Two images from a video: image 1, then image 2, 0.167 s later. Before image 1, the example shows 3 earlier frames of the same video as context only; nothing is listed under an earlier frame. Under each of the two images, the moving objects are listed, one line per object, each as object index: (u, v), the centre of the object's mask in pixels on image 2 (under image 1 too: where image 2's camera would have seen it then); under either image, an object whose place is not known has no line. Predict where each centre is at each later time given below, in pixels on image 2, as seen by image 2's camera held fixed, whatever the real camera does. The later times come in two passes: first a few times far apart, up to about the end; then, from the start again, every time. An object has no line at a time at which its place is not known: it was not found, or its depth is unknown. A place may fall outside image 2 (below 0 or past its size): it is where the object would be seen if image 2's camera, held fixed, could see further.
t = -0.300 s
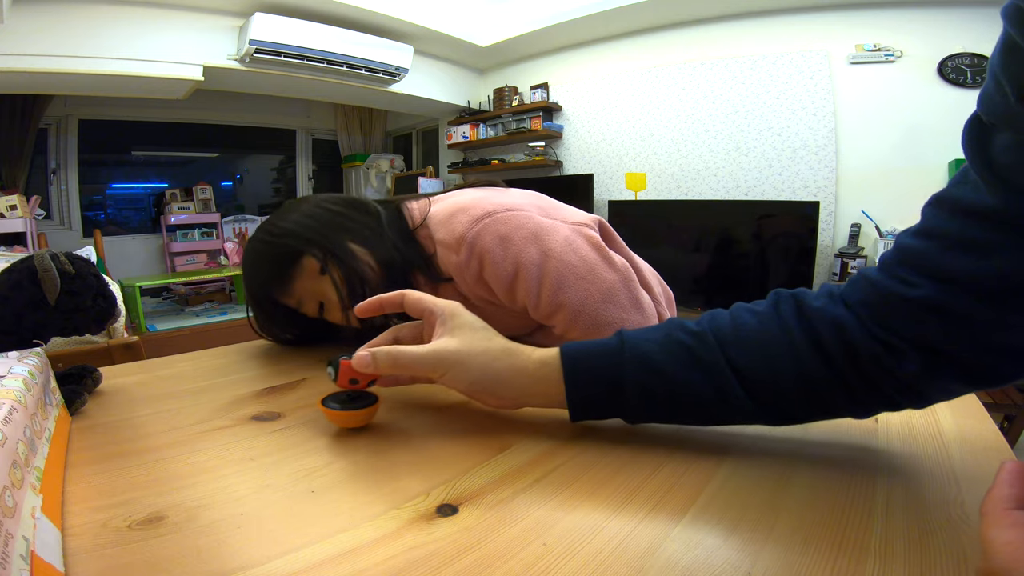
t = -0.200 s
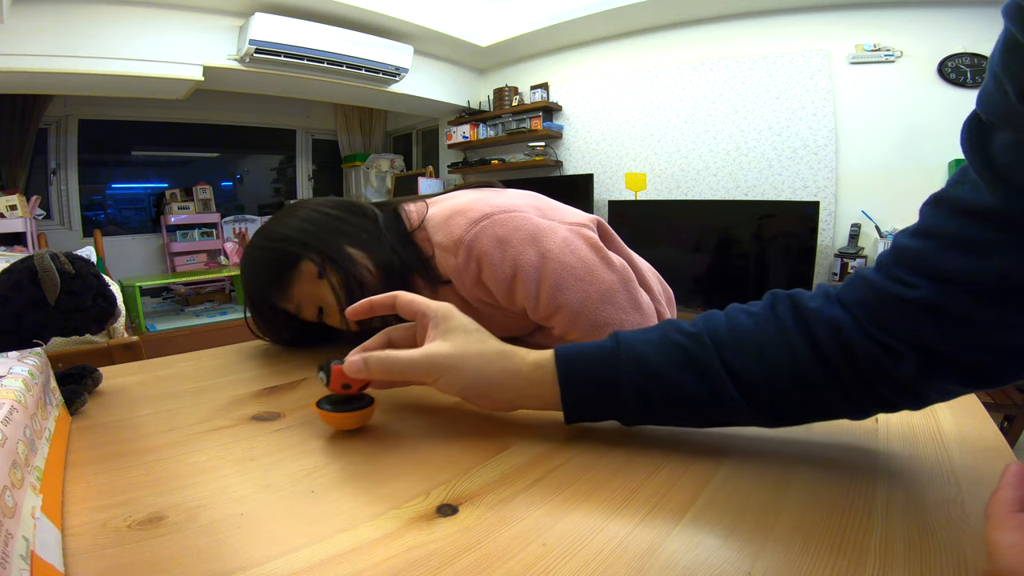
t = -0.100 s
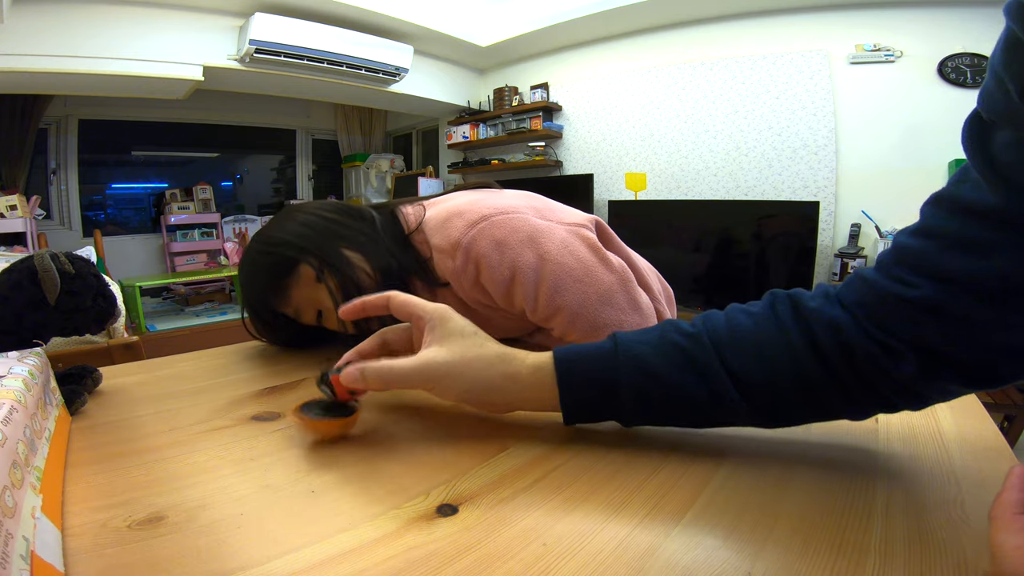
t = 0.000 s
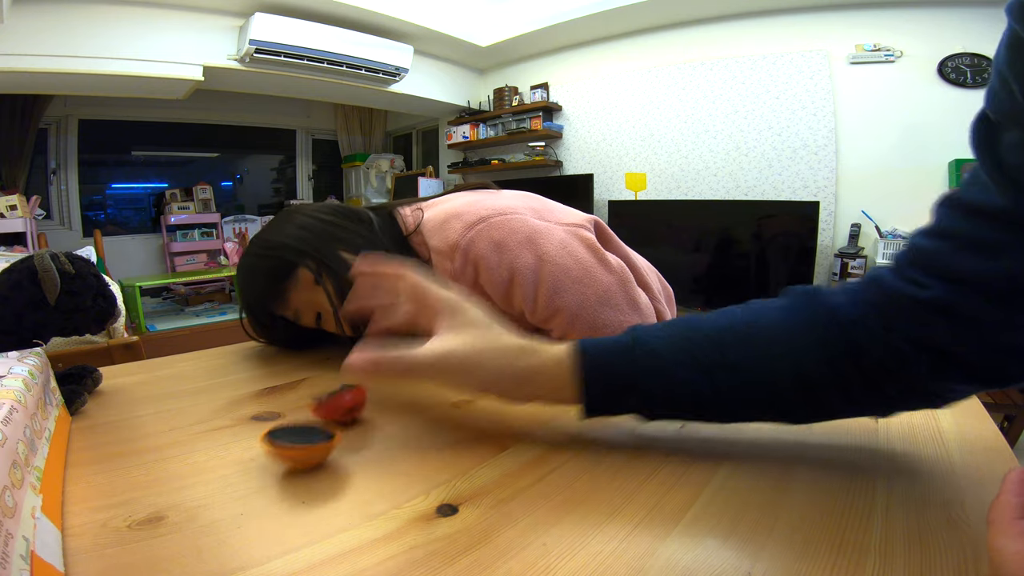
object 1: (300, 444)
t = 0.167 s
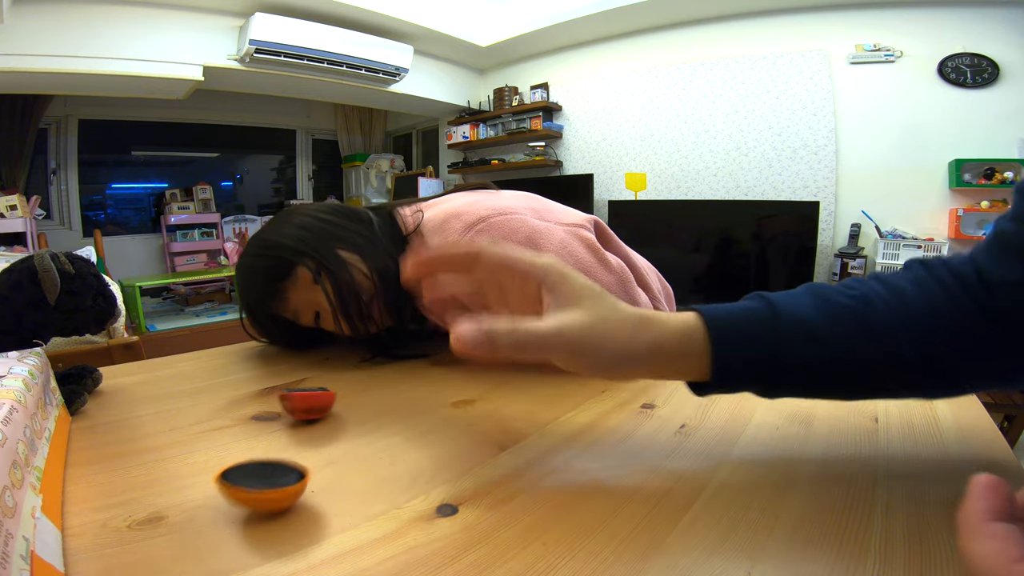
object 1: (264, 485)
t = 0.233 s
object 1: (253, 497)
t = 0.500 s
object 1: (252, 524)
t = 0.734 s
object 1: (277, 537)
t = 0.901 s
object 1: (303, 541)
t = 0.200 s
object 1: (258, 491)
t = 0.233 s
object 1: (253, 497)
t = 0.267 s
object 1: (250, 503)
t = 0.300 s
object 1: (247, 507)
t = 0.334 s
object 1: (246, 510)
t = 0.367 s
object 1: (245, 514)
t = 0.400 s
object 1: (246, 517)
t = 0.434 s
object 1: (248, 519)
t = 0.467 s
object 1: (250, 522)
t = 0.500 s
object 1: (252, 524)
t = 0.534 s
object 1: (254, 526)
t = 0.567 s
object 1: (257, 528)
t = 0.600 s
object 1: (260, 530)
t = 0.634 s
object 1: (264, 532)
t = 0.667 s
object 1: (268, 534)
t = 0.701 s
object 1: (272, 536)
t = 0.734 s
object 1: (277, 537)
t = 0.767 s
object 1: (282, 538)
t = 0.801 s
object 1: (287, 539)
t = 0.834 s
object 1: (292, 540)
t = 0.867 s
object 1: (298, 540)
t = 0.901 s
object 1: (303, 541)
